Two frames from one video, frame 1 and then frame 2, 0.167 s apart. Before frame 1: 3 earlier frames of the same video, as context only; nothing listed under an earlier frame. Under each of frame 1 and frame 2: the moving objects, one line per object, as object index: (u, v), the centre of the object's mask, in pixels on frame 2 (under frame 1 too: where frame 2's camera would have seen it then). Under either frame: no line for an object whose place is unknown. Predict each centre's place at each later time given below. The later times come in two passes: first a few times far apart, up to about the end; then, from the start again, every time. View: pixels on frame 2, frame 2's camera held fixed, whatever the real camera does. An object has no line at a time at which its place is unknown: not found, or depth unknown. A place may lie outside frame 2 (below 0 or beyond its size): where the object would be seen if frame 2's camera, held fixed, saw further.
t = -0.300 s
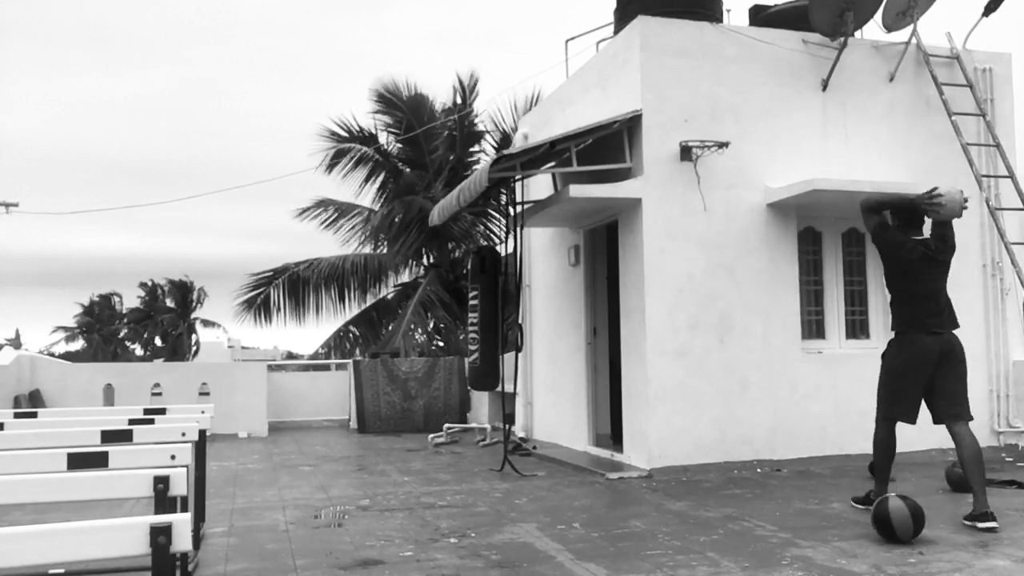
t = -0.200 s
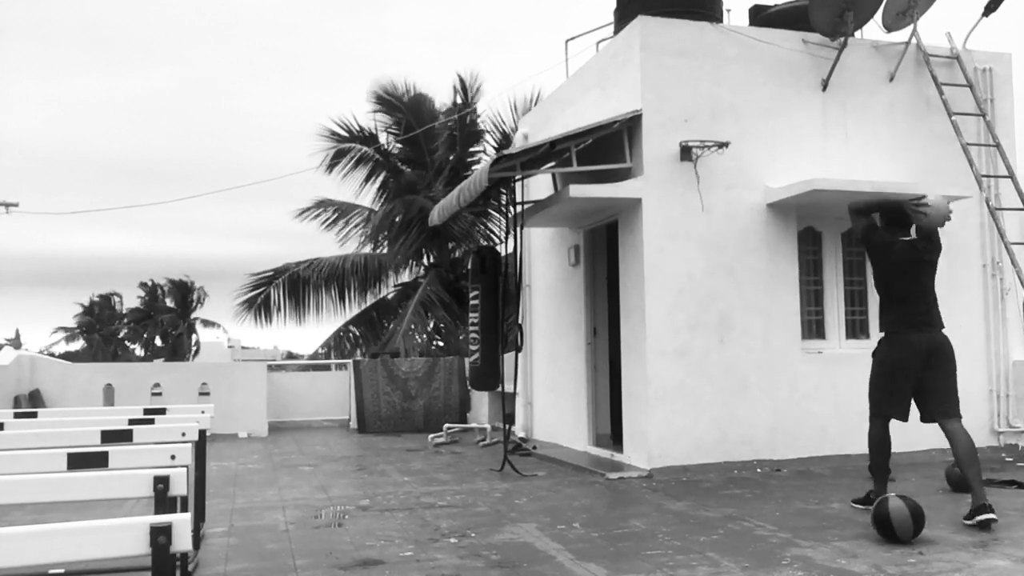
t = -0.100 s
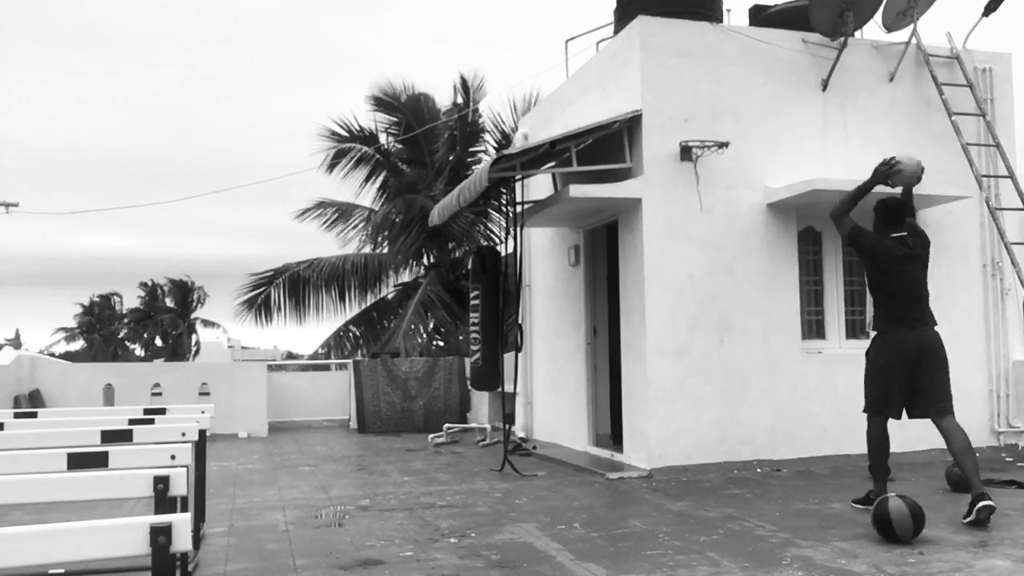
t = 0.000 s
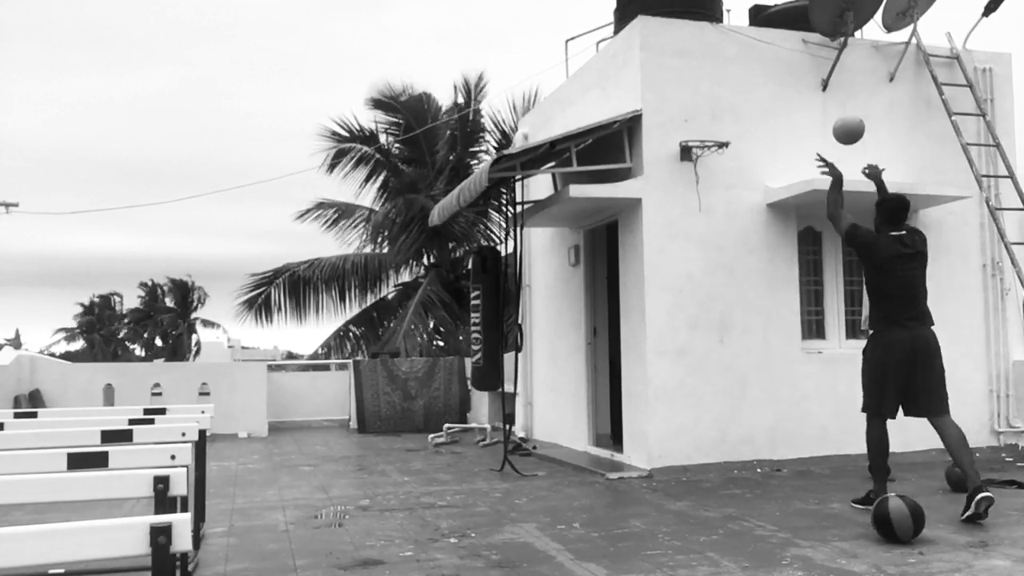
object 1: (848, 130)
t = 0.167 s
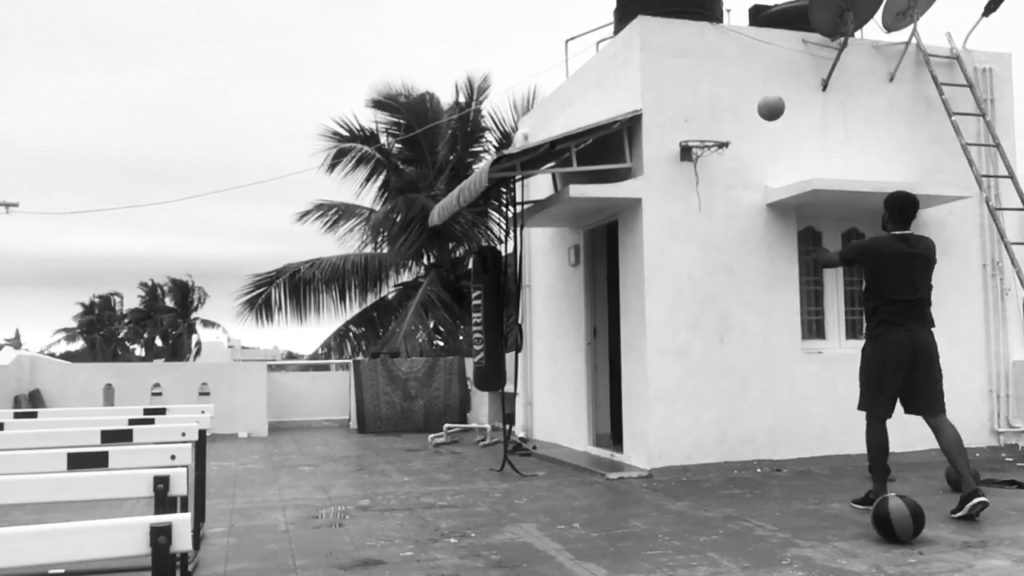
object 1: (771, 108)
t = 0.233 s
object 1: (745, 110)
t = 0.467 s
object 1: (784, 106)
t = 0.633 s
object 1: (848, 137)
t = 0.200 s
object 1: (758, 108)
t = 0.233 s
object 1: (745, 110)
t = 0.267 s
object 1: (733, 114)
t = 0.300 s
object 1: (730, 114)
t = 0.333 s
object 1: (741, 110)
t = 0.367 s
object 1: (751, 107)
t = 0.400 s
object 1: (762, 105)
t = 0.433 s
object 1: (773, 105)
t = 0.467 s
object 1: (784, 106)
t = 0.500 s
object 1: (796, 109)
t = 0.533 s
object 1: (809, 113)
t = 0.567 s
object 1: (821, 119)
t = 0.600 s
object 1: (835, 127)
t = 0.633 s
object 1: (848, 137)
